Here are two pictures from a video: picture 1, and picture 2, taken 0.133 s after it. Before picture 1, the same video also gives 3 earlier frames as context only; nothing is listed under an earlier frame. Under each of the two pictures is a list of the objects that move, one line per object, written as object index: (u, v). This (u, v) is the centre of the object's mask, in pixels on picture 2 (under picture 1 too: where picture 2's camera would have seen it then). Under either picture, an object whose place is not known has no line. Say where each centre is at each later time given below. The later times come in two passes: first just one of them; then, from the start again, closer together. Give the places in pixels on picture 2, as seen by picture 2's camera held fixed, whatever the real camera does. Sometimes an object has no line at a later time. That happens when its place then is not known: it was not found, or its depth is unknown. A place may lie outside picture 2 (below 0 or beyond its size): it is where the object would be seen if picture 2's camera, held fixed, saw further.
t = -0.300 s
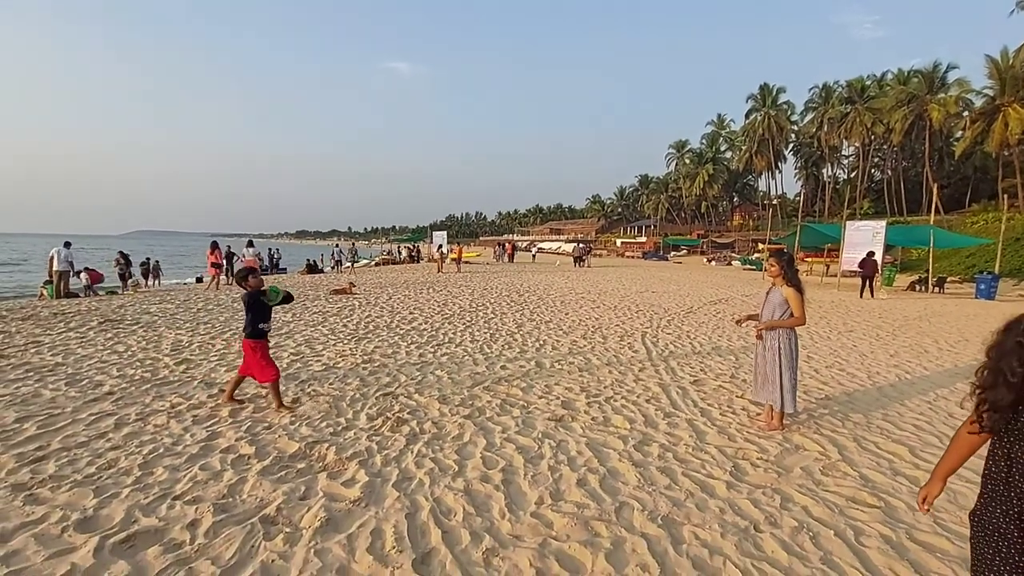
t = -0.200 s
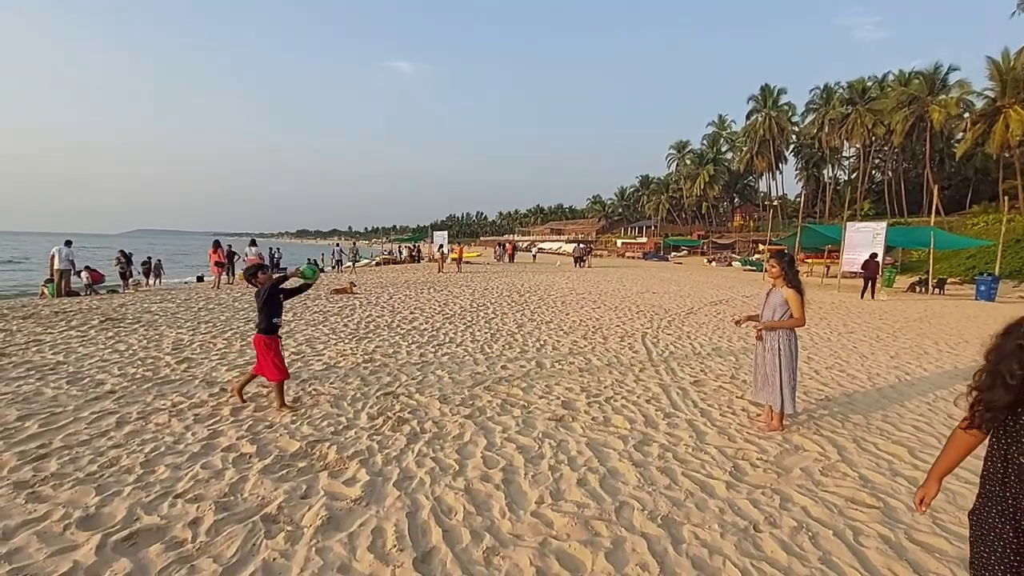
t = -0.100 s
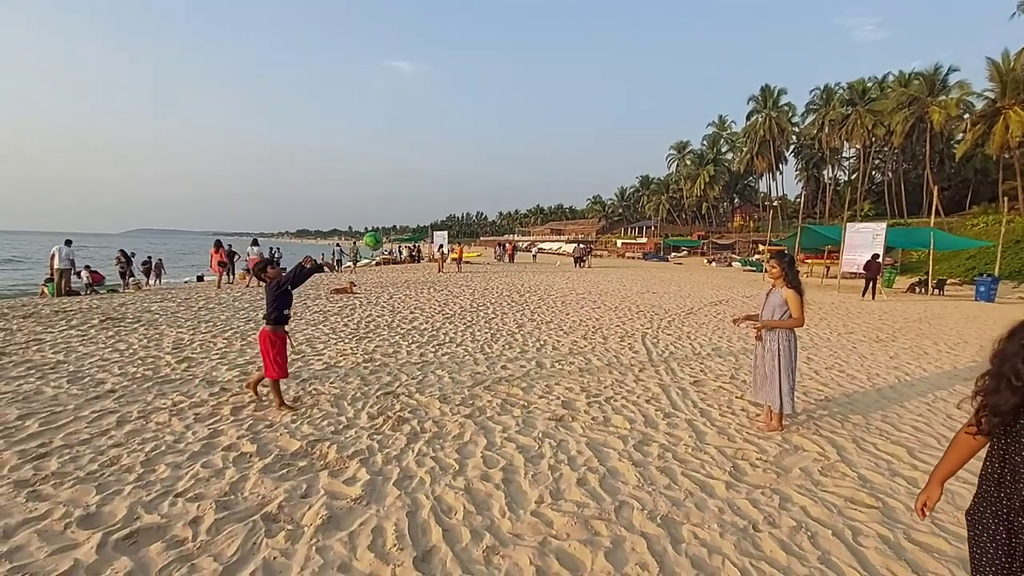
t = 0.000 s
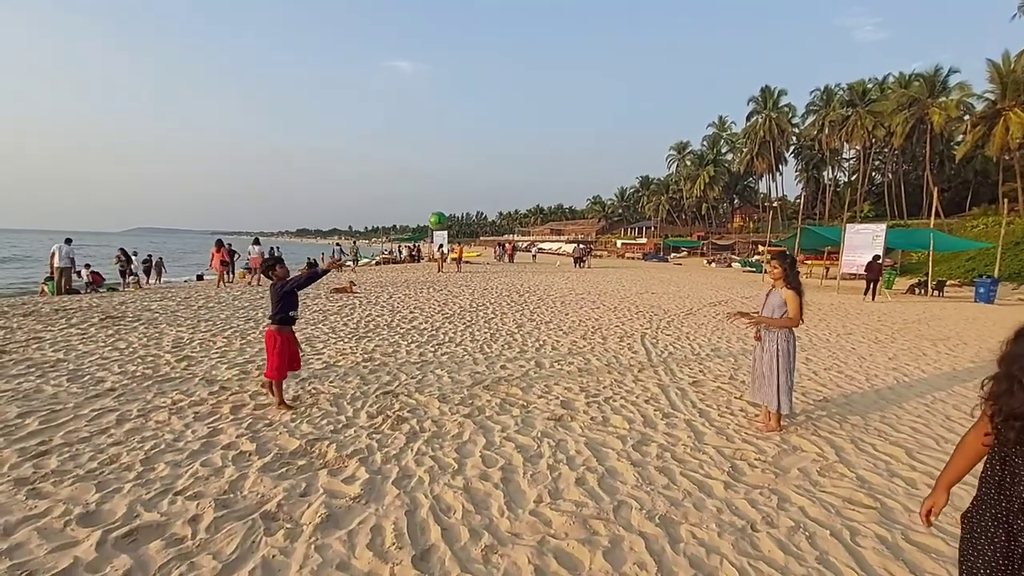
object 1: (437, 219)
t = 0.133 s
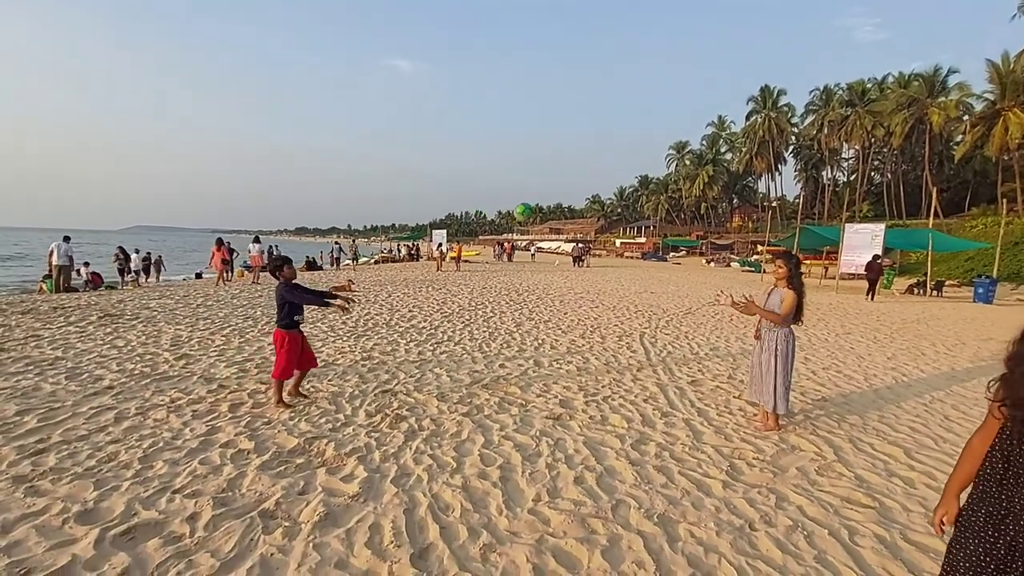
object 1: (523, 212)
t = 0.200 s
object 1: (567, 217)
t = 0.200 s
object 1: (567, 217)
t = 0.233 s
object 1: (589, 222)
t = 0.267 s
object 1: (610, 228)
